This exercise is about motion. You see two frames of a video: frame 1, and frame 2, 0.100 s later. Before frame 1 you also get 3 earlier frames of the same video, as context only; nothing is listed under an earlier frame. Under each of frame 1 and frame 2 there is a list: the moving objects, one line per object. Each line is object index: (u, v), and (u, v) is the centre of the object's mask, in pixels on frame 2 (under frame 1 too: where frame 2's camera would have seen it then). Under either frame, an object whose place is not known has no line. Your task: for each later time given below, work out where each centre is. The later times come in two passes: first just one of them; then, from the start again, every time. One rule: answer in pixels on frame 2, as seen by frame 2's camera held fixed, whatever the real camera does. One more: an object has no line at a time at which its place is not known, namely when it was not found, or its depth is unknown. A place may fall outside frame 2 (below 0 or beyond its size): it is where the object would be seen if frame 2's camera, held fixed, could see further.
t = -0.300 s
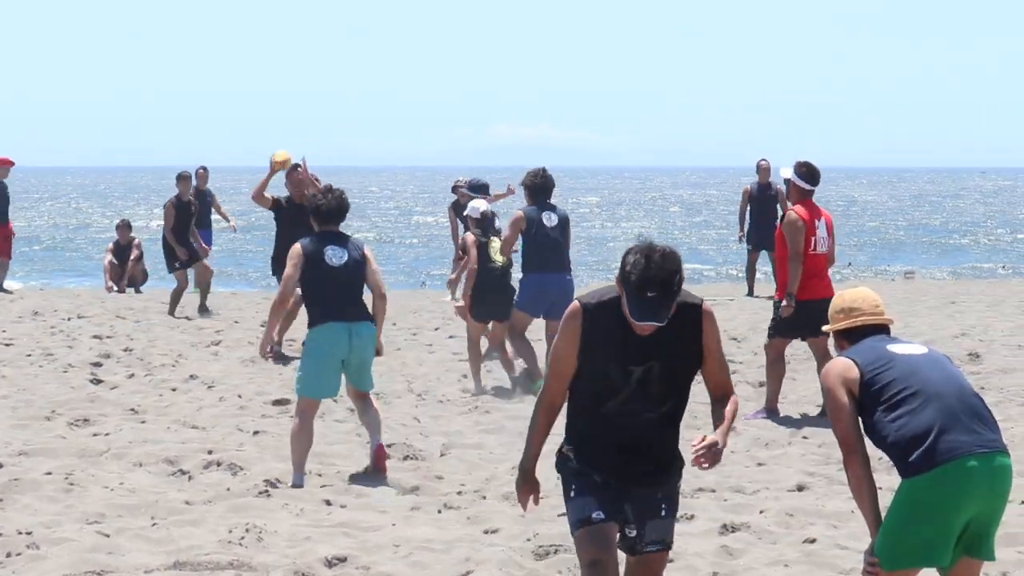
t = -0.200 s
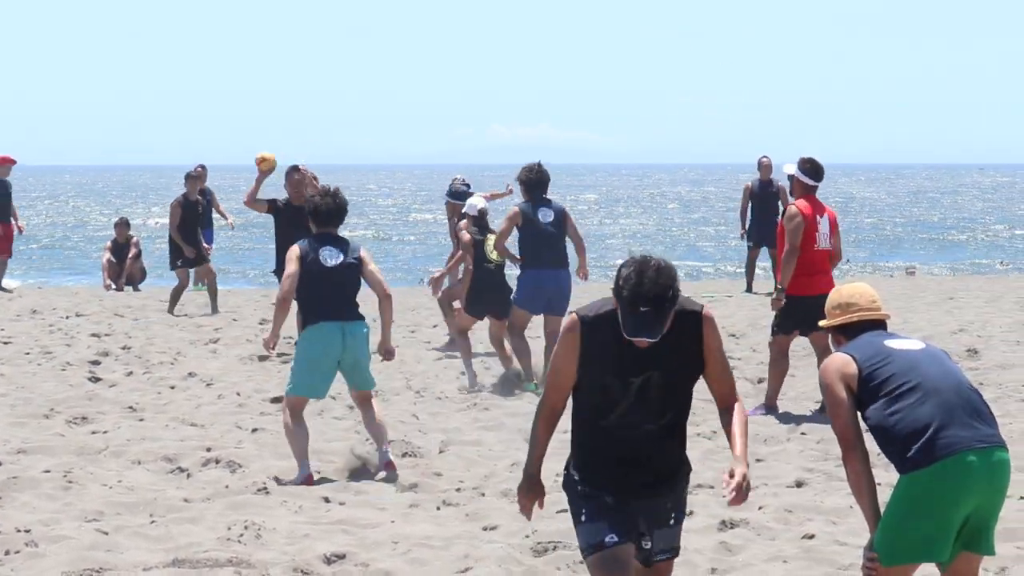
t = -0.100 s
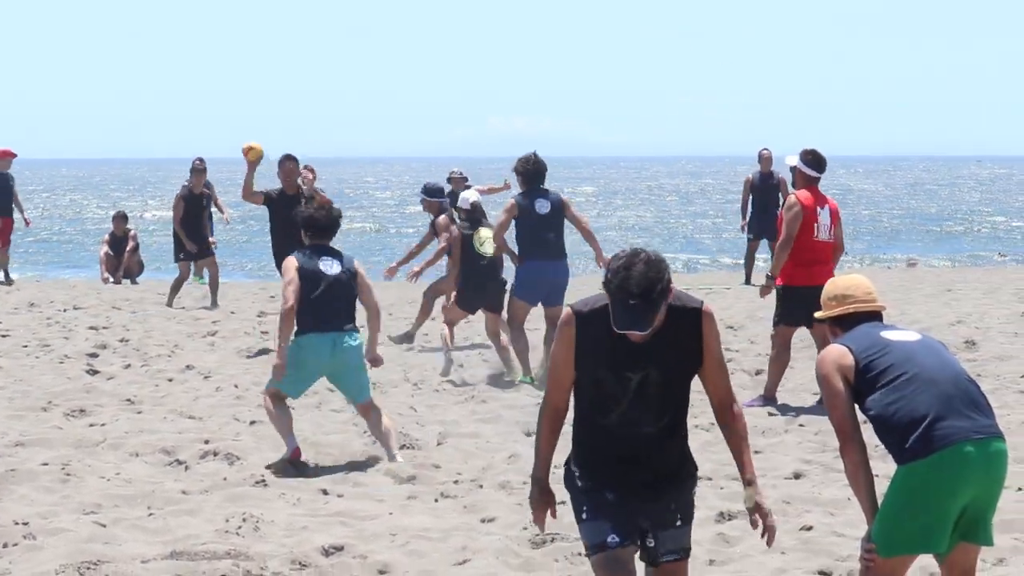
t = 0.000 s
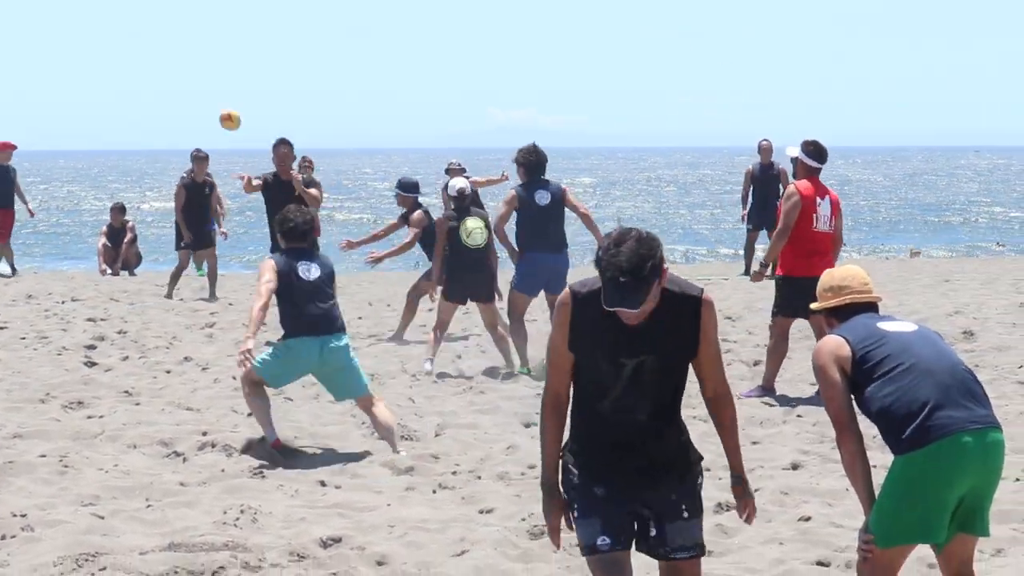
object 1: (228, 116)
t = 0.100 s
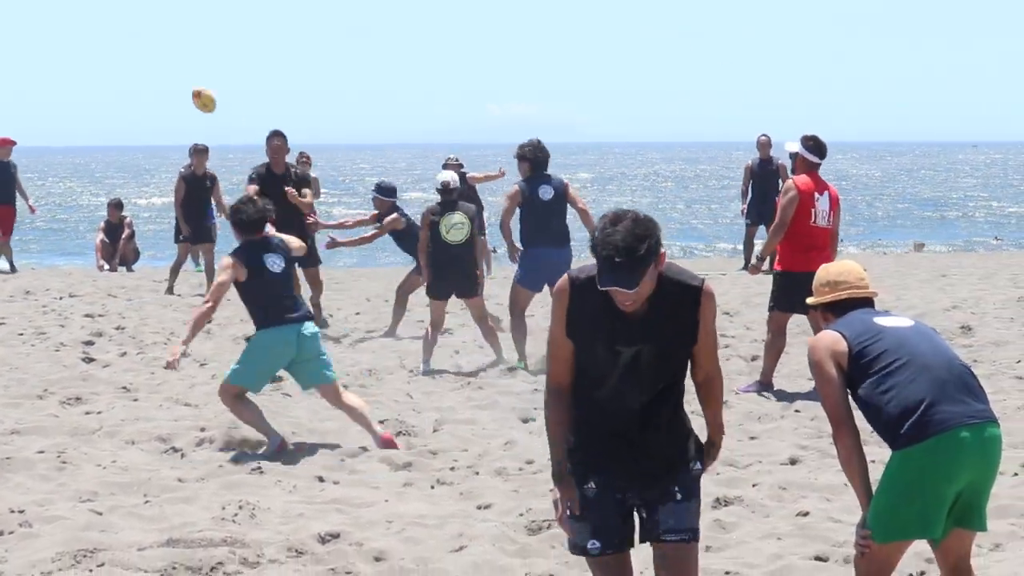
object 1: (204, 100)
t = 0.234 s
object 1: (168, 97)
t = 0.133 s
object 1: (195, 98)
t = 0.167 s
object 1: (186, 96)
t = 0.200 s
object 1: (177, 95)
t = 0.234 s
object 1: (168, 97)
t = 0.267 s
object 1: (159, 100)
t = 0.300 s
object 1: (149, 104)
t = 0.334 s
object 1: (140, 111)
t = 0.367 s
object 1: (132, 119)
